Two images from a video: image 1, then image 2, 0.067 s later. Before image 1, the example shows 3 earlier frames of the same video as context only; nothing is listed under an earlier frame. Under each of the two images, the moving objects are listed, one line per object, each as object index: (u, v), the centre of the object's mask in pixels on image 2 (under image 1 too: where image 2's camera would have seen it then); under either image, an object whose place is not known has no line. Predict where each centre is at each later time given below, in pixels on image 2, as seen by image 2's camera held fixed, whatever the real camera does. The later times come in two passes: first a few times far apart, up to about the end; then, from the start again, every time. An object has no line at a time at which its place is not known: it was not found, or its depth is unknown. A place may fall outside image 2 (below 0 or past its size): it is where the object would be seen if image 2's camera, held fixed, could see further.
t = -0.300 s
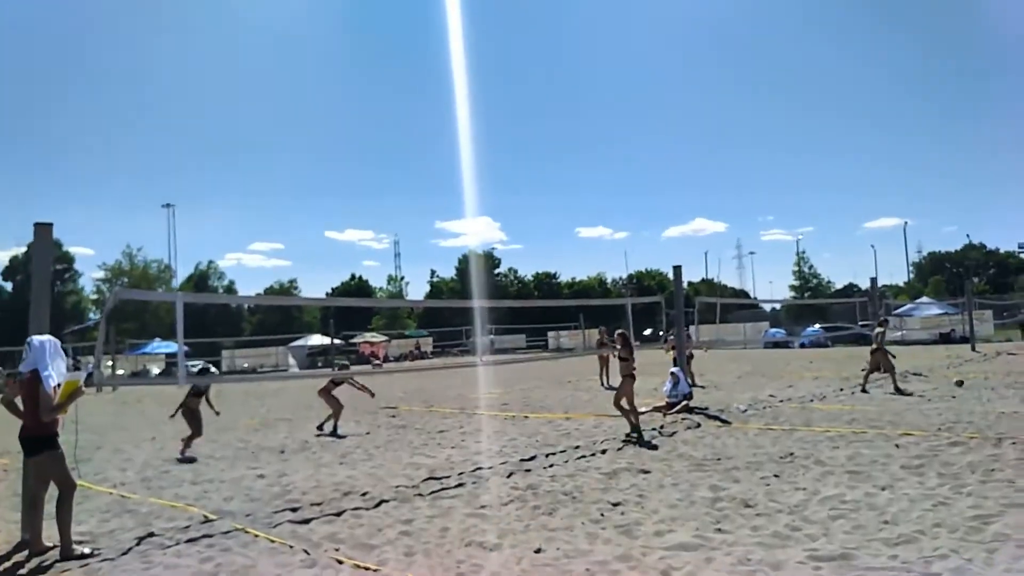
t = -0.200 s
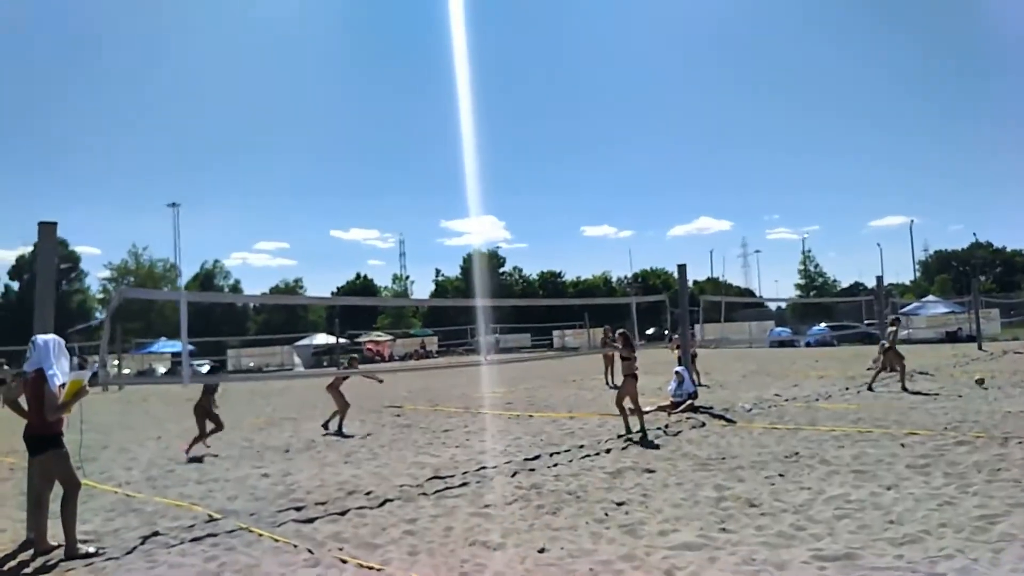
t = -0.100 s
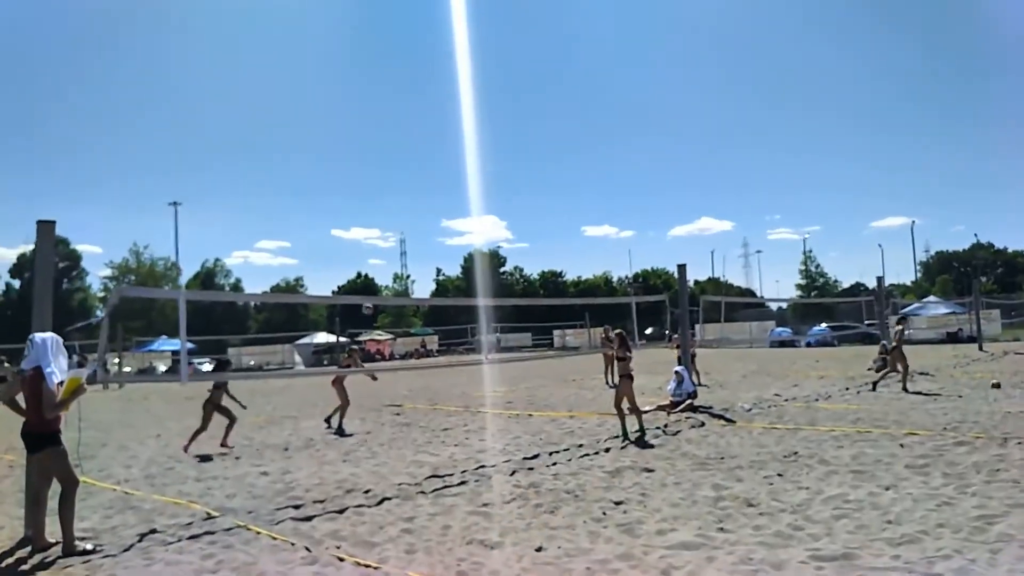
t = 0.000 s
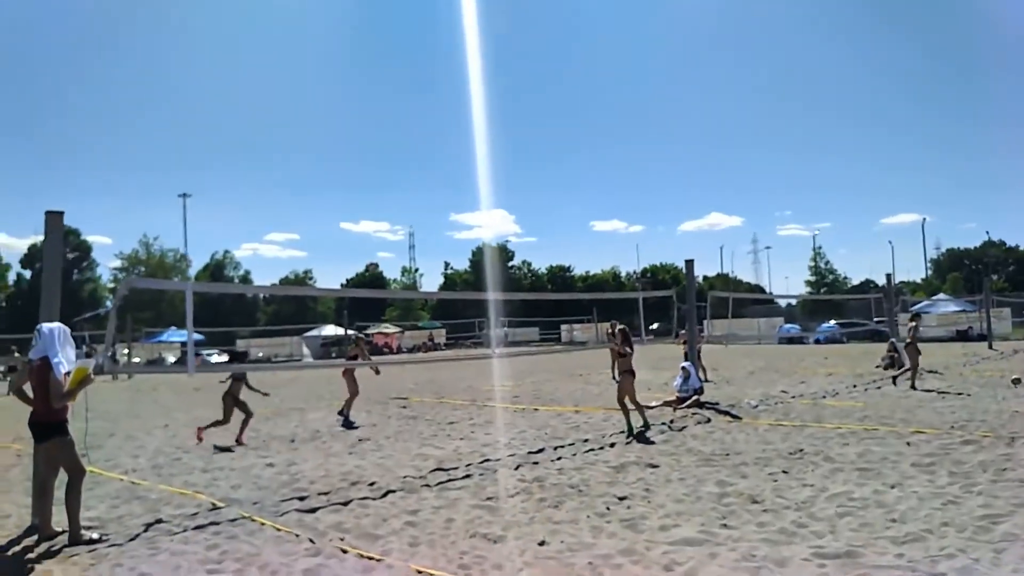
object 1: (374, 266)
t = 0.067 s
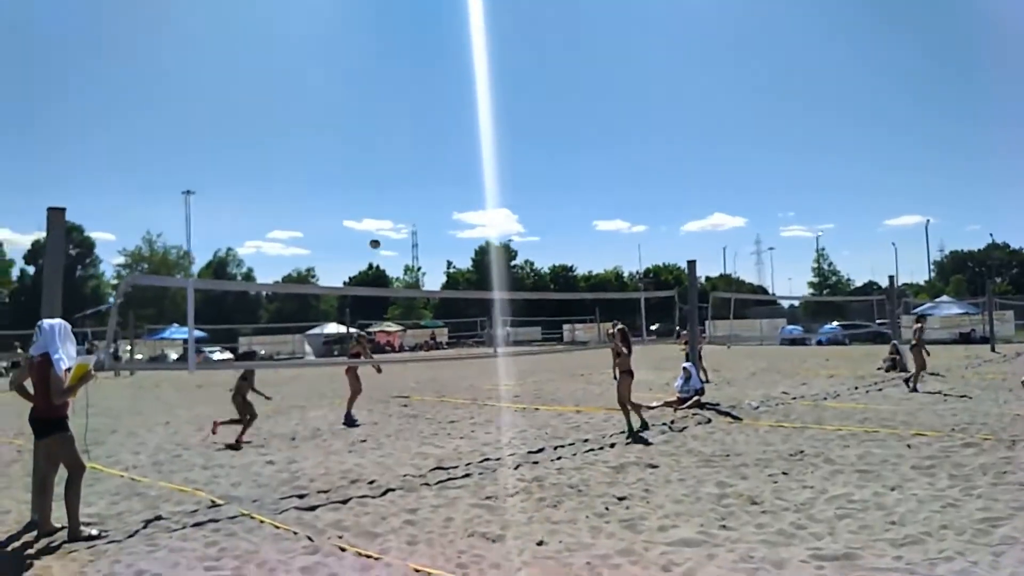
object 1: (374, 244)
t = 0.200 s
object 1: (373, 207)
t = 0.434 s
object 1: (370, 161)
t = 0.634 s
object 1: (366, 144)
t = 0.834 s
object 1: (363, 148)
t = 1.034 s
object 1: (362, 175)
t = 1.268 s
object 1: (361, 237)
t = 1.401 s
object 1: (361, 283)
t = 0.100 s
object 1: (374, 234)
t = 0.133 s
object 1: (374, 224)
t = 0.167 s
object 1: (374, 215)
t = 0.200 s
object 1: (373, 207)
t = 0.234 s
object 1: (373, 199)
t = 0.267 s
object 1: (373, 191)
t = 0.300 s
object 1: (373, 184)
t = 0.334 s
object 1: (372, 178)
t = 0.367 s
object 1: (372, 172)
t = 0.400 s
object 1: (371, 166)
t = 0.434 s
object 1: (370, 161)
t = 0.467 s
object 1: (369, 157)
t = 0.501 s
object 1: (369, 153)
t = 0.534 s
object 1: (368, 150)
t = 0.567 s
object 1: (368, 148)
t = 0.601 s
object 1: (367, 146)
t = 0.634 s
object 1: (366, 144)
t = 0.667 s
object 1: (366, 143)
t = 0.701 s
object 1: (365, 143)
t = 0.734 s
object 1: (364, 143)
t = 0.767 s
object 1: (364, 145)
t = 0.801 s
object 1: (364, 146)
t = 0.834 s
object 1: (363, 148)
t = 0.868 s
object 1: (363, 151)
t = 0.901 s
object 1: (363, 155)
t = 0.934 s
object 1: (362, 159)
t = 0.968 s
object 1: (362, 163)
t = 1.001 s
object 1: (362, 169)
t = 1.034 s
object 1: (362, 175)
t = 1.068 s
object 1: (361, 182)
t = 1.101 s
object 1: (361, 189)
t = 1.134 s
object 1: (361, 197)
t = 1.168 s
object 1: (360, 206)
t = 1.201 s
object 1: (360, 216)
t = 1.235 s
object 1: (359, 226)
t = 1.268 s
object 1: (361, 237)
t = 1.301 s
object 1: (359, 248)
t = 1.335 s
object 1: (359, 260)
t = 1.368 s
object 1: (359, 274)
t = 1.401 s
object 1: (361, 283)
